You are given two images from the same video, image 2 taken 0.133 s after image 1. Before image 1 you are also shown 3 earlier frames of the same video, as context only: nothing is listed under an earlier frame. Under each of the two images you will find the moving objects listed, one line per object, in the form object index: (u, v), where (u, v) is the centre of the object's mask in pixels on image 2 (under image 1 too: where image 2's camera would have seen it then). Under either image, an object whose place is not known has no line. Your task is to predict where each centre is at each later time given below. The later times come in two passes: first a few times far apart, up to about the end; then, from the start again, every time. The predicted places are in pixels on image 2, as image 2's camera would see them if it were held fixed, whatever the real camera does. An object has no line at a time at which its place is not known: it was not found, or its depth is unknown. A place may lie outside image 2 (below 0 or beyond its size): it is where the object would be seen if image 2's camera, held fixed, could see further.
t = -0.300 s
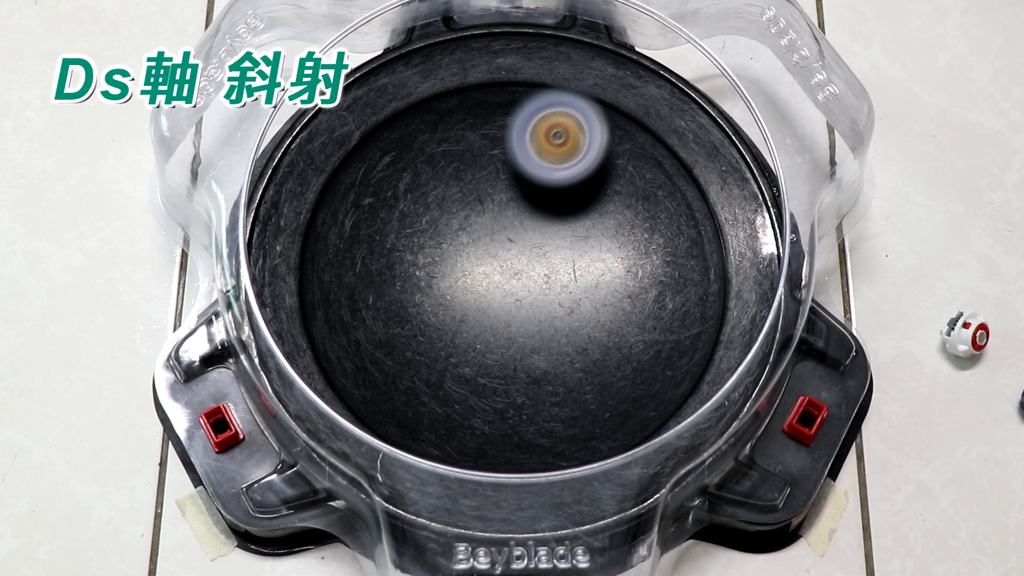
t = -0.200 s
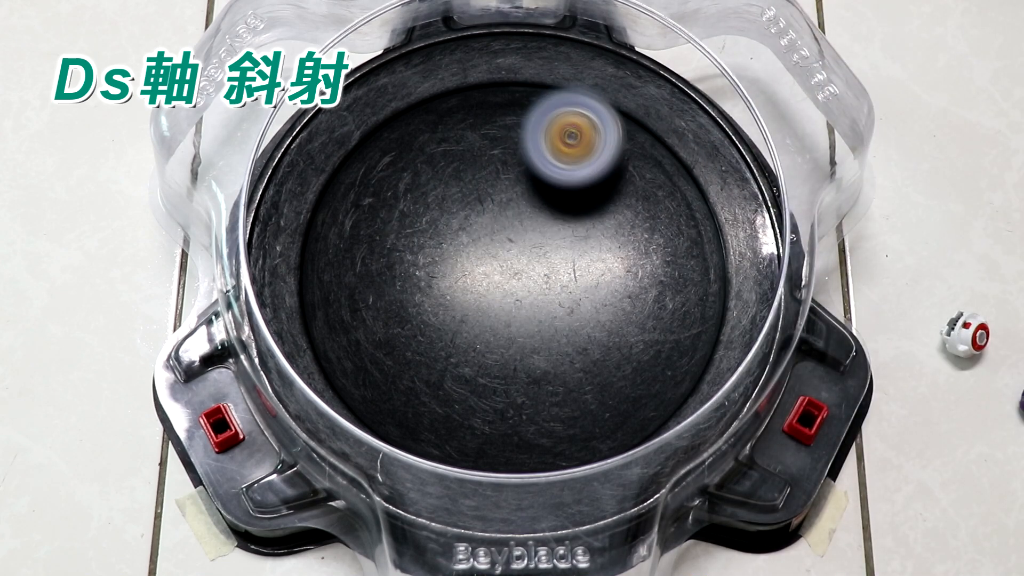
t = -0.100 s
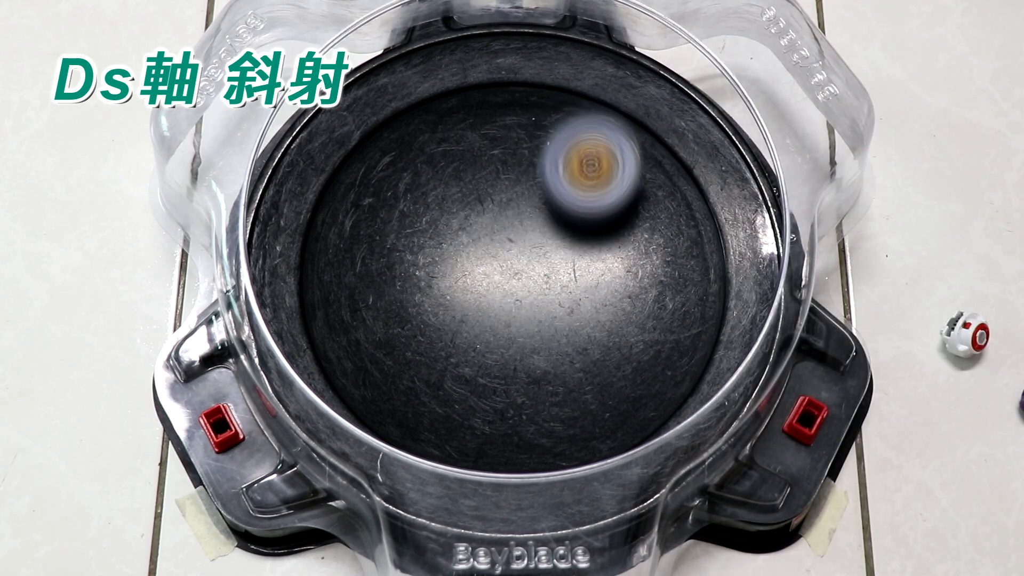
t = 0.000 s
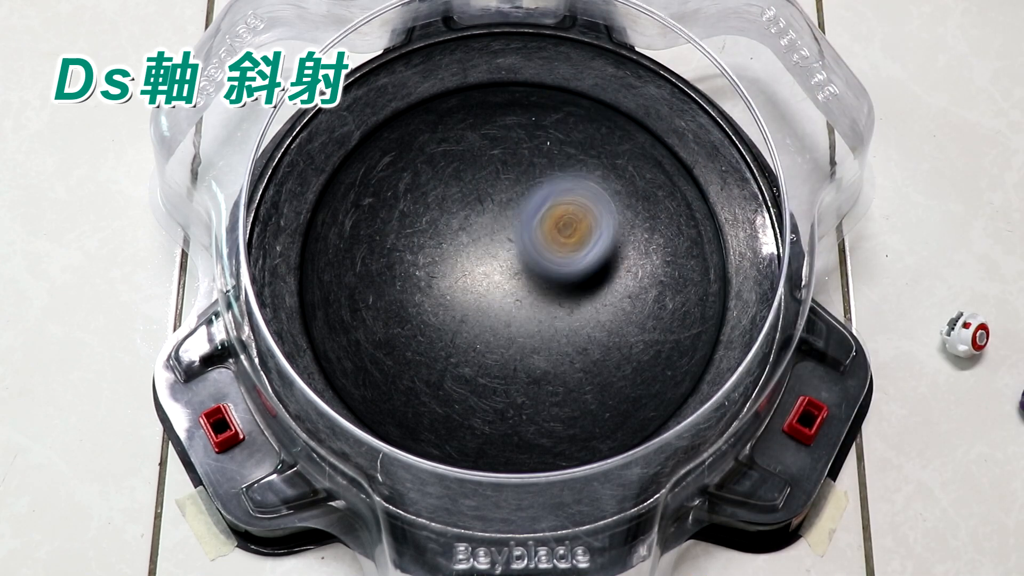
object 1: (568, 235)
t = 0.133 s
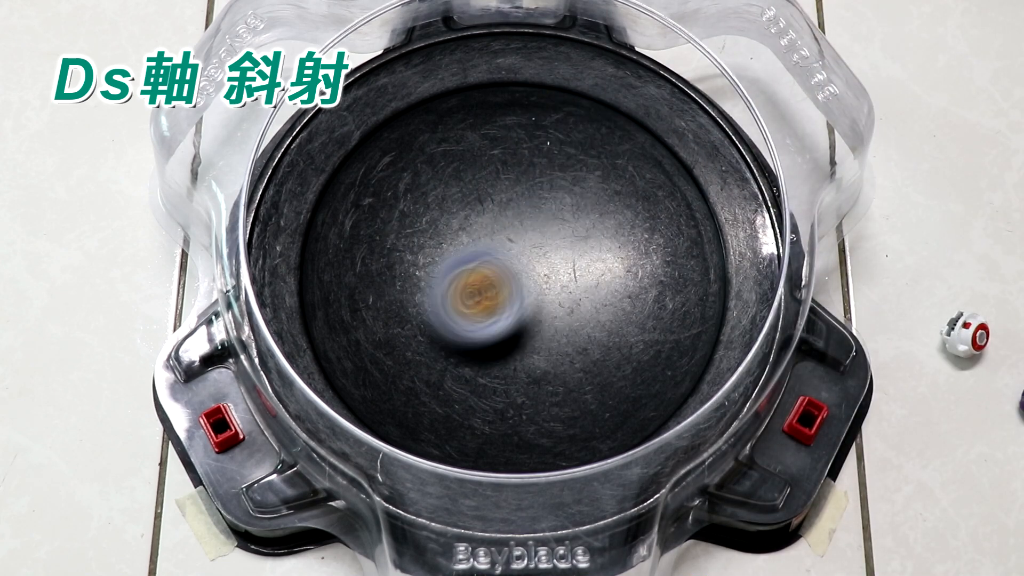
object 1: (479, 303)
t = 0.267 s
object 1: (384, 314)
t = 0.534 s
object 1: (347, 233)
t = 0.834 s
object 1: (506, 168)
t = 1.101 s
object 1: (550, 359)
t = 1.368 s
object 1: (392, 400)
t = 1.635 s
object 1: (327, 223)
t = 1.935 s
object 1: (616, 171)
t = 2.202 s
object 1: (621, 411)
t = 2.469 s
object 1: (345, 355)
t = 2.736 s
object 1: (471, 125)
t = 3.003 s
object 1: (711, 266)
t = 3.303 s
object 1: (436, 417)
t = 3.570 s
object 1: (363, 167)
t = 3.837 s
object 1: (629, 120)
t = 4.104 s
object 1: (652, 382)
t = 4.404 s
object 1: (342, 341)
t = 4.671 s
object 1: (416, 108)
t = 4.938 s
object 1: (661, 169)
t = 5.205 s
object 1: (598, 413)
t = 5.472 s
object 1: (348, 360)
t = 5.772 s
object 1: (416, 119)
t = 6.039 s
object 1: (655, 180)
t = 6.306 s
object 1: (631, 403)
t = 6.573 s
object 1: (390, 393)
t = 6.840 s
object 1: (382, 181)
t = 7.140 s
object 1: (629, 150)
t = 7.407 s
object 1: (671, 355)
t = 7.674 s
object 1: (440, 401)
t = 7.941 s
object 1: (363, 208)
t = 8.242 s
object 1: (574, 126)
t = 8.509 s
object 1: (668, 307)
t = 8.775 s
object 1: (477, 413)
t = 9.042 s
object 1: (343, 266)
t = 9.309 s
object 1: (487, 138)
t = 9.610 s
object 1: (665, 261)
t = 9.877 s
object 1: (553, 417)
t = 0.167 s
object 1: (453, 312)
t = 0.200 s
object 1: (428, 317)
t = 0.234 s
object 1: (404, 319)
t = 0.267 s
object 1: (384, 314)
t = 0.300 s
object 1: (366, 309)
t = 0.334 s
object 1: (353, 303)
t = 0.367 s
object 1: (343, 293)
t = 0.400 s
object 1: (337, 285)
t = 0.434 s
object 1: (334, 274)
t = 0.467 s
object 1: (335, 261)
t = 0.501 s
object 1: (339, 247)
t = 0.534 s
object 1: (347, 233)
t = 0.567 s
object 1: (359, 220)
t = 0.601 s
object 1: (373, 206)
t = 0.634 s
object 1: (389, 195)
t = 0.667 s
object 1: (410, 183)
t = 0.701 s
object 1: (429, 174)
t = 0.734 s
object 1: (448, 167)
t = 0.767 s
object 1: (467, 160)
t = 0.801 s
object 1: (487, 161)
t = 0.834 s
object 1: (506, 168)
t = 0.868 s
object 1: (526, 180)
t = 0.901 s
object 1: (541, 200)
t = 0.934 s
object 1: (553, 219)
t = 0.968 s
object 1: (562, 247)
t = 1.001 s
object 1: (565, 278)
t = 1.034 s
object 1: (565, 307)
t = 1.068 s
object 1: (558, 338)
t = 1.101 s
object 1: (550, 359)
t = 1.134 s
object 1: (534, 383)
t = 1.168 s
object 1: (516, 400)
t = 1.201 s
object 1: (497, 413)
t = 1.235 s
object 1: (476, 419)
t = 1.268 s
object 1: (454, 420)
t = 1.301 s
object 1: (433, 417)
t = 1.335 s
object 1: (413, 411)
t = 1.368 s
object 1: (392, 400)
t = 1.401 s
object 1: (375, 390)
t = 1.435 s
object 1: (359, 373)
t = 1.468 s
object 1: (345, 353)
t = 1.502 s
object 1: (334, 332)
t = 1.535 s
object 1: (327, 307)
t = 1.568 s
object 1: (323, 280)
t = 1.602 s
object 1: (323, 255)
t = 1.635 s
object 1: (327, 223)
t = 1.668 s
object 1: (341, 191)
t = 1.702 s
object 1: (365, 164)
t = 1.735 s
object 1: (388, 150)
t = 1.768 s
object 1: (425, 139)
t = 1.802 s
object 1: (462, 134)
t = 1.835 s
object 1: (499, 134)
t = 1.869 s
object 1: (544, 140)
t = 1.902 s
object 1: (584, 156)
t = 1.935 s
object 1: (616, 171)
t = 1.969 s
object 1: (653, 201)
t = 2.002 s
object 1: (679, 236)
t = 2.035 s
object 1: (698, 267)
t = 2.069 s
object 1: (708, 304)
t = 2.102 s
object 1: (701, 339)
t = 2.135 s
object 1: (678, 365)
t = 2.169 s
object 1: (648, 392)
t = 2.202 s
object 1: (621, 411)
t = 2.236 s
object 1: (588, 426)
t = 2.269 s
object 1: (547, 443)
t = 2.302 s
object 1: (503, 449)
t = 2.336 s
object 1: (471, 447)
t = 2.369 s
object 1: (426, 437)
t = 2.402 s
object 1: (392, 413)
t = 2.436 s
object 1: (370, 386)
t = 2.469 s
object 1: (345, 355)
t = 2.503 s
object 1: (331, 323)
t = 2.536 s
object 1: (326, 285)
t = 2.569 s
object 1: (333, 243)
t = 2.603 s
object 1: (350, 213)
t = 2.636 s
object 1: (371, 185)
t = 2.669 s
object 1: (402, 153)
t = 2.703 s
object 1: (441, 136)
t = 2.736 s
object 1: (471, 125)
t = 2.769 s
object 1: (516, 114)
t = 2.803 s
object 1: (558, 115)
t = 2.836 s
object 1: (593, 118)
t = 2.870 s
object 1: (636, 129)
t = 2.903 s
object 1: (666, 152)
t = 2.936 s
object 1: (686, 180)
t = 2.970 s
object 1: (704, 219)
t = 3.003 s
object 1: (711, 266)
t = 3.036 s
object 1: (709, 302)
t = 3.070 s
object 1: (697, 337)
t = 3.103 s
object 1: (668, 375)
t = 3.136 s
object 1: (643, 398)
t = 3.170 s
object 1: (607, 417)
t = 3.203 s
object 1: (560, 433)
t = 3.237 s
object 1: (527, 437)
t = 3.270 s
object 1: (480, 434)
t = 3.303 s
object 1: (436, 417)
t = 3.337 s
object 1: (411, 405)
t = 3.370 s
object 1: (376, 377)
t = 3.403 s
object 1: (355, 350)
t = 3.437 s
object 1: (341, 313)
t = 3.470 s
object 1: (335, 274)
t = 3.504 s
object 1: (338, 240)
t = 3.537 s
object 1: (346, 205)
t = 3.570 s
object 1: (363, 167)
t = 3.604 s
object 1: (382, 137)
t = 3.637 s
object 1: (407, 111)
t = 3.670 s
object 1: (443, 102)
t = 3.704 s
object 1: (483, 97)
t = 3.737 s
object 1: (517, 93)
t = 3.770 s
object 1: (557, 96)
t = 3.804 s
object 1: (595, 109)
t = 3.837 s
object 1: (629, 120)
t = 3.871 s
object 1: (656, 146)
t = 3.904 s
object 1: (682, 175)
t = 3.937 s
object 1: (697, 204)
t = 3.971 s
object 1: (708, 241)
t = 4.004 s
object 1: (709, 287)
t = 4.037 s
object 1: (703, 318)
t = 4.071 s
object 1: (683, 350)
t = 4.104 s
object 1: (652, 382)
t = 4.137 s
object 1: (628, 398)
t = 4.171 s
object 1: (590, 416)
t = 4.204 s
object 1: (543, 428)
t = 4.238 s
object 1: (514, 428)
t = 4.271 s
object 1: (467, 423)
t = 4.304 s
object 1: (425, 408)
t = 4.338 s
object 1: (399, 394)
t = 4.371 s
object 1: (366, 370)
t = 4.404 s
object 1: (342, 341)
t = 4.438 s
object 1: (326, 313)
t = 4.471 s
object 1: (316, 277)
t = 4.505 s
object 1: (316, 240)
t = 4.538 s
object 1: (326, 215)
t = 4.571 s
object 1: (340, 178)
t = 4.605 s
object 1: (361, 148)
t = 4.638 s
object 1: (385, 127)
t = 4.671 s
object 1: (416, 108)
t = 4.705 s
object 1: (449, 102)
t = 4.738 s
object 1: (482, 97)
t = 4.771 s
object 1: (515, 93)
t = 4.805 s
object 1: (552, 99)
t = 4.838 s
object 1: (582, 105)
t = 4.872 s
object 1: (614, 124)
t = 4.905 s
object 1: (641, 145)
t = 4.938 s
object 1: (661, 169)
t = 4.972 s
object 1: (679, 201)
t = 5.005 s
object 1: (691, 237)
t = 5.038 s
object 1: (693, 274)
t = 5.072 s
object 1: (689, 306)
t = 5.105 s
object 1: (676, 341)
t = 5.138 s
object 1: (656, 371)
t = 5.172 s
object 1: (633, 391)
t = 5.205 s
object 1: (598, 413)
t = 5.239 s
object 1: (571, 424)
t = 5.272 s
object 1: (534, 431)
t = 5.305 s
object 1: (494, 434)
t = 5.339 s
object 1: (459, 437)
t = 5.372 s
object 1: (424, 425)
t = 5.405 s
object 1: (390, 410)
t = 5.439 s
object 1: (371, 385)
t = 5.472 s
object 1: (348, 360)
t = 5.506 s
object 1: (330, 330)
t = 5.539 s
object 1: (320, 304)
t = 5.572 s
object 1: (316, 270)
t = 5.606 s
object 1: (320, 236)
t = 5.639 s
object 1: (327, 212)
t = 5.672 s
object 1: (344, 183)
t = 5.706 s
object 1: (365, 156)
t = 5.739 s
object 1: (389, 146)
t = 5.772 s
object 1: (416, 119)
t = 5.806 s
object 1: (451, 117)
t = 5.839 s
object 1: (480, 114)
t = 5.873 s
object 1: (513, 112)
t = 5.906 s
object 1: (549, 118)
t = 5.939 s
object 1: (578, 127)
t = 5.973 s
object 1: (605, 139)
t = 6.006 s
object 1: (634, 159)
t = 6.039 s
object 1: (655, 180)
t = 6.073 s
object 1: (674, 205)
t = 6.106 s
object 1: (688, 237)
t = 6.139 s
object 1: (694, 269)
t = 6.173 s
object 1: (696, 298)
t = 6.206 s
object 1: (689, 332)
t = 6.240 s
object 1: (677, 357)
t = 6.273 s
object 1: (657, 380)
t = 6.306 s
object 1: (631, 403)
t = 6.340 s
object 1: (607, 416)
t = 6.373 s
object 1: (575, 429)
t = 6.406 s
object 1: (541, 443)
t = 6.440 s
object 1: (512, 445)
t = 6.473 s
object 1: (473, 442)
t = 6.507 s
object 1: (440, 423)
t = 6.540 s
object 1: (417, 412)
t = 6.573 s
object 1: (390, 393)
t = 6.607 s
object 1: (365, 368)
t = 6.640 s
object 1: (351, 345)
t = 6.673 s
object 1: (342, 315)
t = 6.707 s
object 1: (339, 284)
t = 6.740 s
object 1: (341, 256)
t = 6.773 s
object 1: (350, 231)
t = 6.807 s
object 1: (366, 198)
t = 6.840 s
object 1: (382, 181)
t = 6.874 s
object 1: (404, 161)
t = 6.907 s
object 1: (431, 143)
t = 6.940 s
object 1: (455, 133)
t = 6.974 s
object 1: (485, 125)
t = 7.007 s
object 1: (517, 119)
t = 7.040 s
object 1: (544, 122)
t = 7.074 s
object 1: (574, 125)
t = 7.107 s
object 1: (604, 136)
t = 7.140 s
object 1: (629, 150)
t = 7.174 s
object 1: (651, 165)
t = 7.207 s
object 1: (672, 188)
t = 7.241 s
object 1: (687, 214)
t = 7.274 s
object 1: (696, 240)
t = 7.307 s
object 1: (699, 272)
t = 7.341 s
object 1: (697, 303)
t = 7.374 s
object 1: (688, 328)
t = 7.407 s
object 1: (671, 355)
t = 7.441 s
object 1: (647, 381)
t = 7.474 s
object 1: (627, 393)
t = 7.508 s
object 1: (595, 409)
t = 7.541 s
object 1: (563, 420)
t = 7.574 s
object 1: (535, 422)
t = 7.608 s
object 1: (497, 419)
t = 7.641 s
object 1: (464, 413)
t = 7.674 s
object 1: (440, 401)
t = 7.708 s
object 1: (412, 382)
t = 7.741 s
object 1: (390, 363)
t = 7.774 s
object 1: (373, 339)
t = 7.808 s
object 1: (358, 310)
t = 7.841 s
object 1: (352, 288)
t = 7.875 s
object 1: (350, 259)
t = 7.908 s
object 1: (355, 229)
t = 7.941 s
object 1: (363, 208)
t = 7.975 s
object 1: (376, 185)
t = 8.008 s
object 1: (394, 163)
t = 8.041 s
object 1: (414, 146)
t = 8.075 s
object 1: (436, 133)
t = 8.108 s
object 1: (463, 122)
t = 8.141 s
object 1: (490, 116)
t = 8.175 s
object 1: (516, 113)
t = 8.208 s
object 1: (546, 117)
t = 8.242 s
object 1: (574, 126)
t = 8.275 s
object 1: (597, 136)
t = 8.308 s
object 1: (621, 152)
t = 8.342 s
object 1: (641, 173)
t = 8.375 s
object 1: (655, 193)
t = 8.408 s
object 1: (668, 223)
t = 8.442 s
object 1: (673, 250)
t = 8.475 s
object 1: (674, 275)
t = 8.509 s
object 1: (668, 307)
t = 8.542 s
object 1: (654, 337)
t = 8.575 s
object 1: (638, 357)
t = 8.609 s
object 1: (616, 380)
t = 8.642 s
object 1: (591, 396)
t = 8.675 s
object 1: (566, 406)
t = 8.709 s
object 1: (534, 413)
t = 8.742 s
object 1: (502, 416)
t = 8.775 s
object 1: (477, 413)
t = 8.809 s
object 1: (445, 405)
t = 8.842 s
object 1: (418, 393)
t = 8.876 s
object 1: (397, 378)
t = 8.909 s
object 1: (376, 358)
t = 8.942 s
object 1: (360, 336)
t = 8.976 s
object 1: (349, 313)
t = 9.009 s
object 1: (343, 288)
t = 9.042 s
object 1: (343, 266)
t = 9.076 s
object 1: (348, 240)
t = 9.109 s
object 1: (359, 214)
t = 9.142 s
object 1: (373, 194)
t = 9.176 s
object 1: (388, 178)
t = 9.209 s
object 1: (411, 160)
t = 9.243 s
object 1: (435, 148)
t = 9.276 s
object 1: (457, 141)
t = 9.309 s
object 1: (487, 138)
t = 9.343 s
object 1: (514, 137)
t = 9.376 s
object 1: (537, 141)
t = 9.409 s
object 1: (565, 149)
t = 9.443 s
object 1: (590, 159)
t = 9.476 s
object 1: (609, 173)
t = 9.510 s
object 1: (631, 192)
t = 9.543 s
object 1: (648, 212)
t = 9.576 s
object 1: (658, 236)
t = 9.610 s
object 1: (665, 261)
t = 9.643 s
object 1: (669, 292)
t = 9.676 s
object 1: (665, 313)
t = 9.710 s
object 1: (655, 339)
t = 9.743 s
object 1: (642, 365)
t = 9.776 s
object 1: (624, 383)
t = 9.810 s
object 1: (603, 398)
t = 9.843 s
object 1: (578, 410)
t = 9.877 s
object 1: (553, 417)
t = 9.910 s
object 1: (525, 420)
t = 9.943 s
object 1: (496, 420)
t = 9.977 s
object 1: (471, 414)
